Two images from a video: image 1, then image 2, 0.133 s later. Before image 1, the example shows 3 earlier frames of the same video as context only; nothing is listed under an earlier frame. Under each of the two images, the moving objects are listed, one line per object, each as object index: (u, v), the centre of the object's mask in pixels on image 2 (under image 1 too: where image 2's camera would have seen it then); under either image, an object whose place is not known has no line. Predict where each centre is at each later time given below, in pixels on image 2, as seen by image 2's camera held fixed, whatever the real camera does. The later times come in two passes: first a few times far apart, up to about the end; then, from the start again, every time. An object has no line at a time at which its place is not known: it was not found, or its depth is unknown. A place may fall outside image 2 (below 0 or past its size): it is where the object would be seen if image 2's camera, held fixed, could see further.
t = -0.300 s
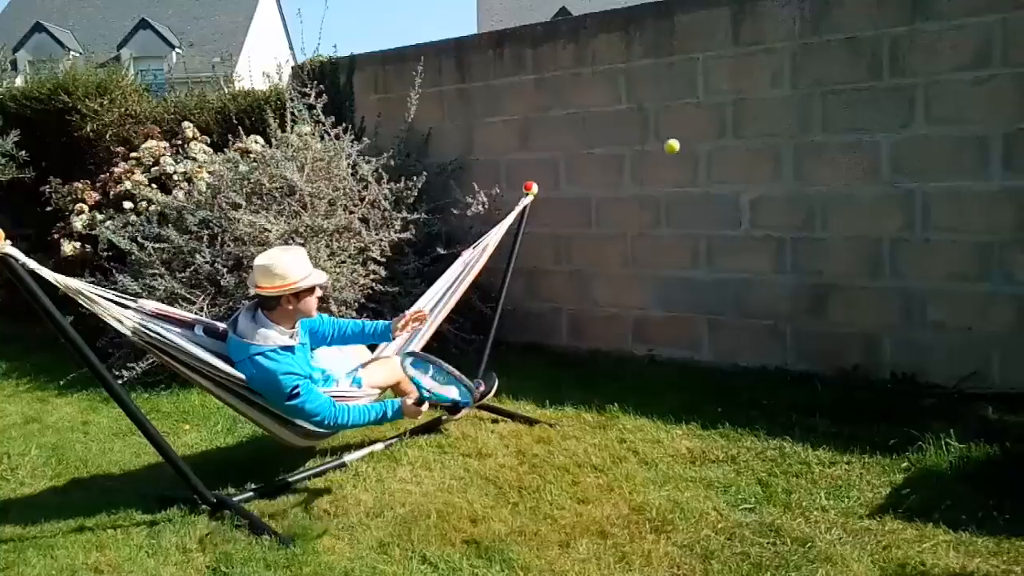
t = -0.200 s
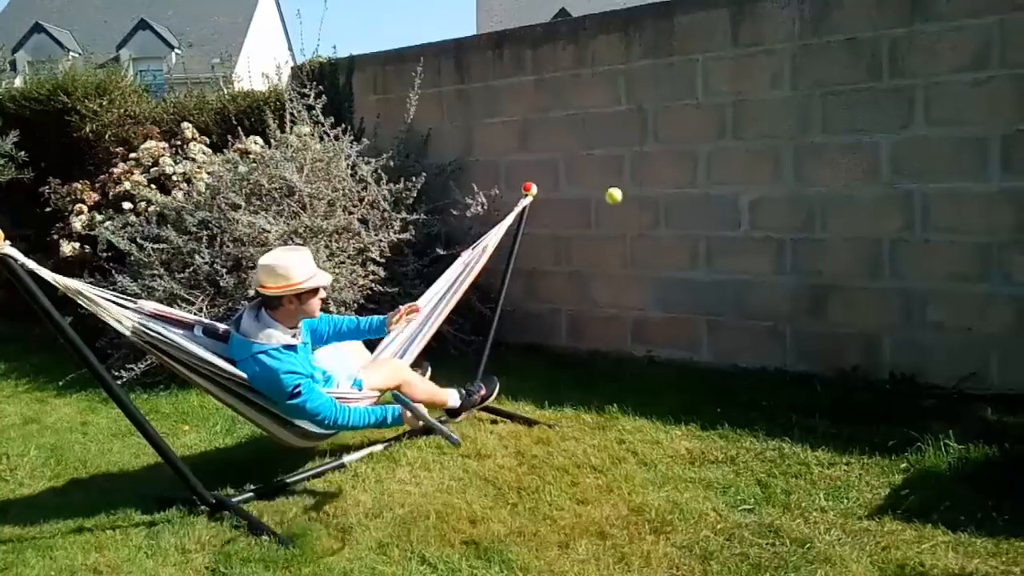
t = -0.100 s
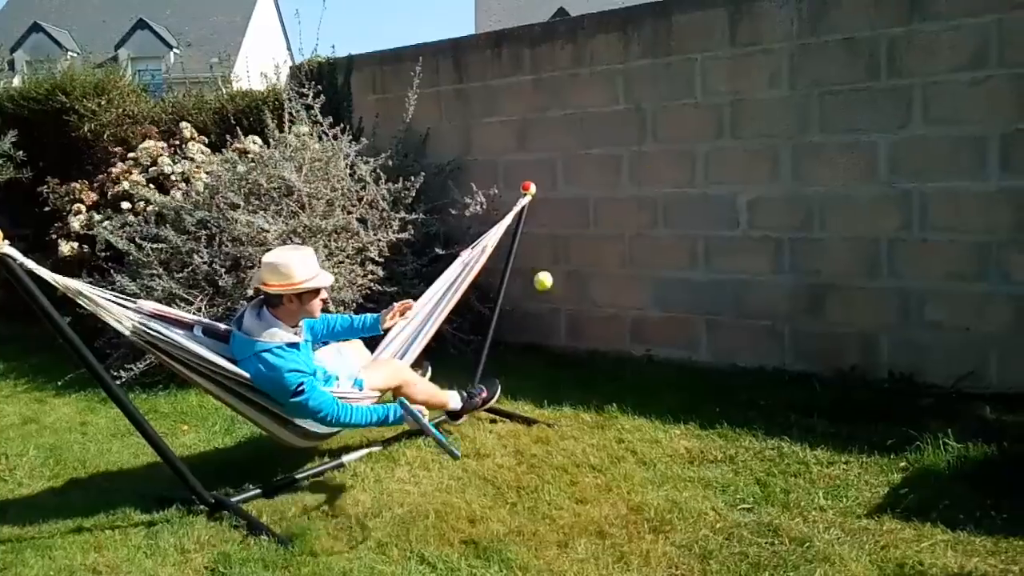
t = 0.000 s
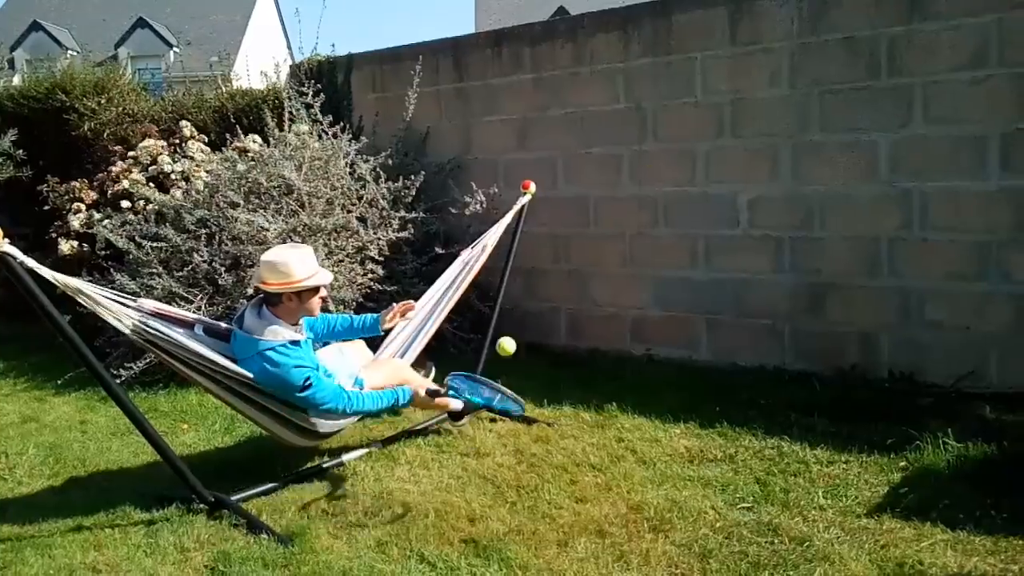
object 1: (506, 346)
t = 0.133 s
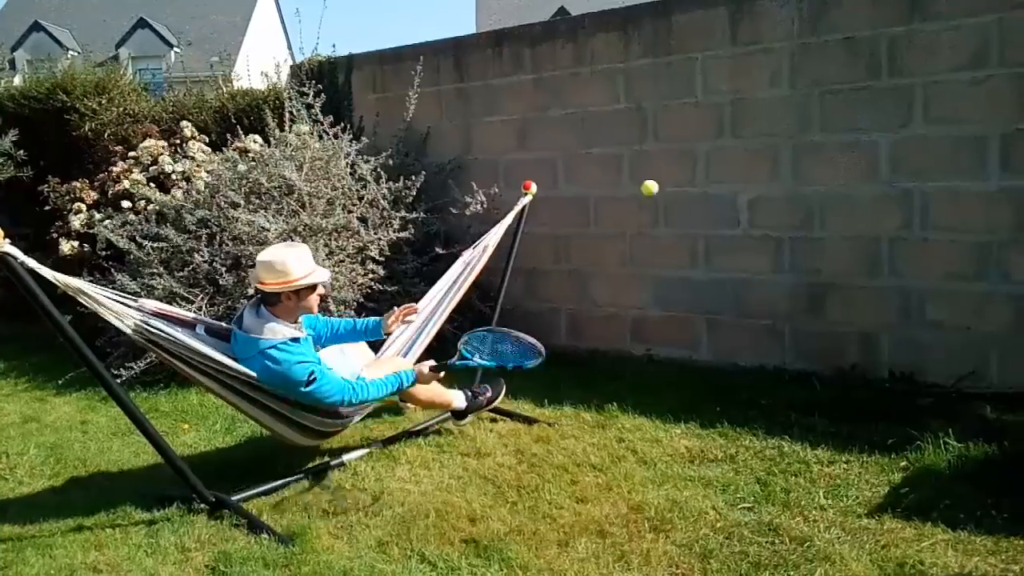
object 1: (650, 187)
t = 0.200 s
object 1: (706, 140)
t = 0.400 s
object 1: (808, 78)
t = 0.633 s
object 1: (730, 122)
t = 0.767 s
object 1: (665, 227)
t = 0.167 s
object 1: (679, 162)
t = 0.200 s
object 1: (706, 140)
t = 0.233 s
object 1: (731, 121)
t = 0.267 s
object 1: (755, 107)
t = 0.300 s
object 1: (776, 96)
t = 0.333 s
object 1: (797, 87)
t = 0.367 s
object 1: (815, 82)
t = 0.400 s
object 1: (808, 78)
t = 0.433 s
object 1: (799, 77)
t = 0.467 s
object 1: (790, 78)
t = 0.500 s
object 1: (779, 81)
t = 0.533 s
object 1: (768, 86)
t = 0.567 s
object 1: (756, 95)
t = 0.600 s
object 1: (744, 107)
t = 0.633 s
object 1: (730, 122)
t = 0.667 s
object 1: (715, 141)
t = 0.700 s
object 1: (699, 165)
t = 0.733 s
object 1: (683, 193)
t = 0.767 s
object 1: (665, 227)
